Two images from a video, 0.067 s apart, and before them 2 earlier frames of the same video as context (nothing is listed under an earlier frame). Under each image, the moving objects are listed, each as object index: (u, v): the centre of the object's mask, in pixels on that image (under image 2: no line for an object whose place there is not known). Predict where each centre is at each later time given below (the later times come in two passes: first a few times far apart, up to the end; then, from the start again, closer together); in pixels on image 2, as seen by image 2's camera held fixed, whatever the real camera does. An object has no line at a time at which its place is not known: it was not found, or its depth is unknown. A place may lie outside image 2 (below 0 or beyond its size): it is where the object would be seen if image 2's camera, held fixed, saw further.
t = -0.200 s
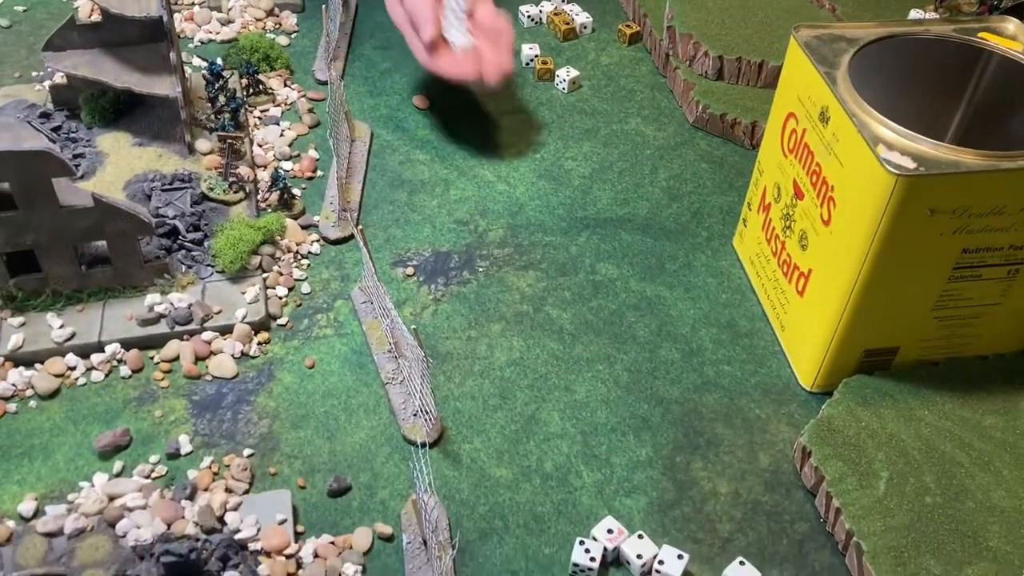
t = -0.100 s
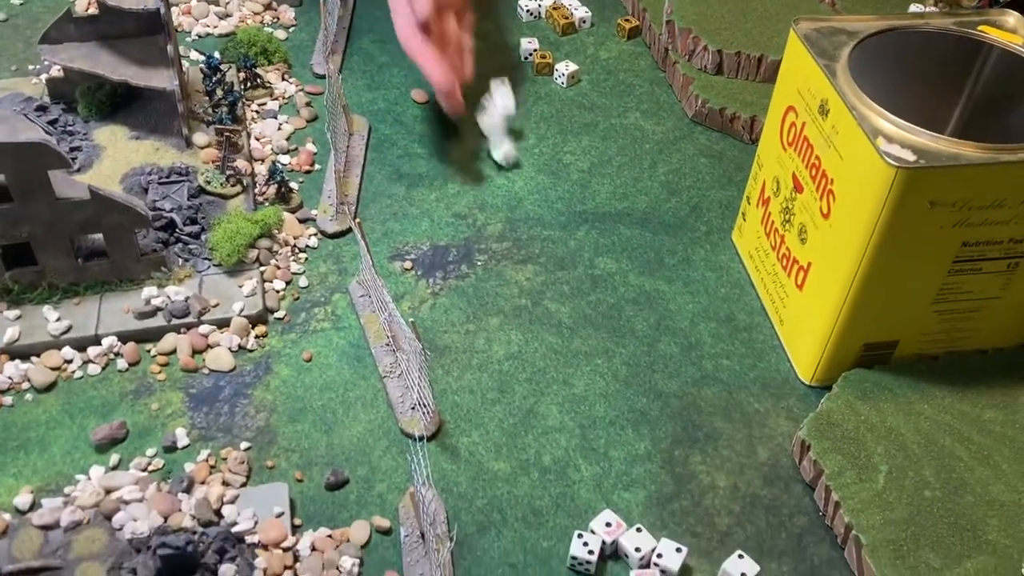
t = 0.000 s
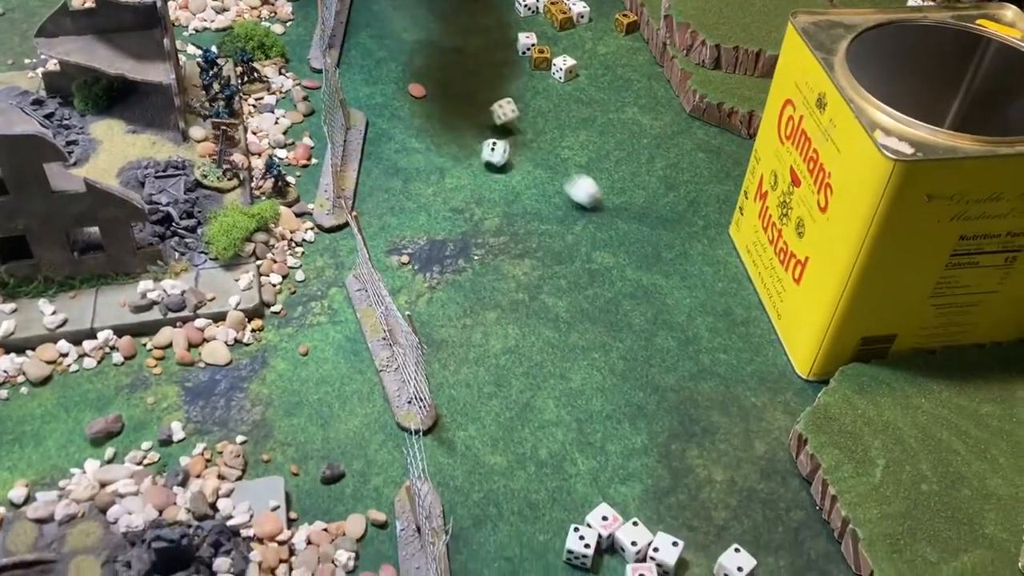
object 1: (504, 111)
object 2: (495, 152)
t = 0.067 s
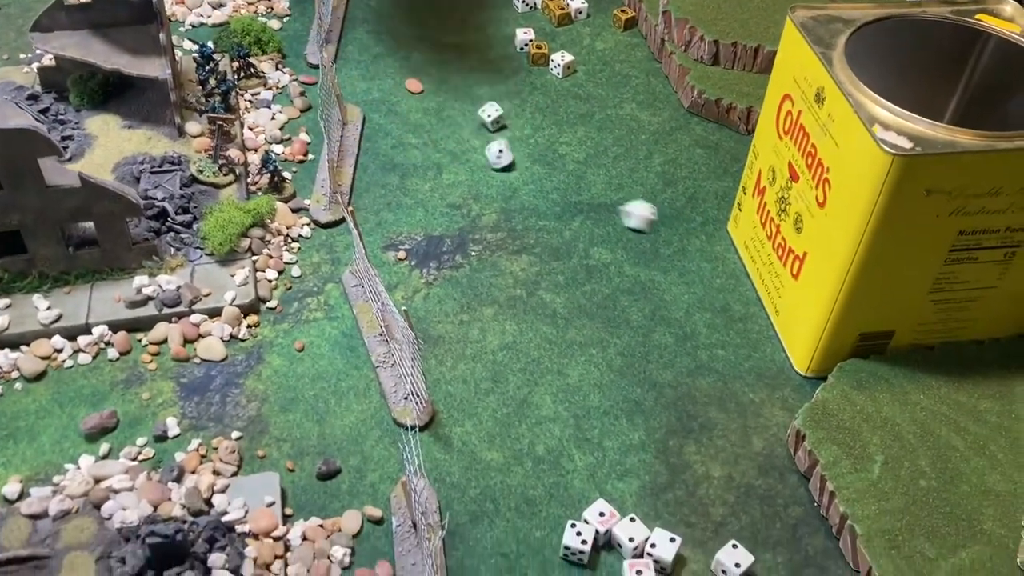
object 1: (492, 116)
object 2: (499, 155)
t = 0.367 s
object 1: (481, 126)
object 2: (506, 166)
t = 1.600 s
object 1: (481, 126)
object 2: (507, 166)
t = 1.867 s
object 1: (482, 126)
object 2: (506, 166)
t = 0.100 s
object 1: (488, 116)
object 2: (503, 158)
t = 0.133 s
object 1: (487, 117)
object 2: (504, 160)
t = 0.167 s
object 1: (487, 118)
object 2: (505, 163)
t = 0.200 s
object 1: (487, 118)
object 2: (506, 166)
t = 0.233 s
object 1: (486, 119)
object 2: (506, 166)
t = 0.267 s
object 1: (485, 120)
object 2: (506, 166)
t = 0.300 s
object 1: (483, 124)
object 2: (506, 166)
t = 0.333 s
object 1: (482, 126)
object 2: (506, 166)
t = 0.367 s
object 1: (481, 126)
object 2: (506, 166)
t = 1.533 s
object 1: (481, 126)
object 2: (506, 166)
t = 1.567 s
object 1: (481, 125)
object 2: (506, 166)
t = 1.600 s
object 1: (481, 126)
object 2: (507, 166)
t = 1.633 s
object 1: (481, 126)
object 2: (506, 166)
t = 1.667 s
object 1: (481, 126)
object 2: (506, 166)
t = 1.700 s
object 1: (482, 126)
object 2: (506, 166)
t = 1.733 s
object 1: (481, 126)
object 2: (506, 166)
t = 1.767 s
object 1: (481, 126)
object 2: (506, 166)
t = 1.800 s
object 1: (482, 126)
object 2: (506, 166)
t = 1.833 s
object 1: (481, 126)
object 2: (506, 165)
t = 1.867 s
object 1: (482, 126)
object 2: (506, 166)
